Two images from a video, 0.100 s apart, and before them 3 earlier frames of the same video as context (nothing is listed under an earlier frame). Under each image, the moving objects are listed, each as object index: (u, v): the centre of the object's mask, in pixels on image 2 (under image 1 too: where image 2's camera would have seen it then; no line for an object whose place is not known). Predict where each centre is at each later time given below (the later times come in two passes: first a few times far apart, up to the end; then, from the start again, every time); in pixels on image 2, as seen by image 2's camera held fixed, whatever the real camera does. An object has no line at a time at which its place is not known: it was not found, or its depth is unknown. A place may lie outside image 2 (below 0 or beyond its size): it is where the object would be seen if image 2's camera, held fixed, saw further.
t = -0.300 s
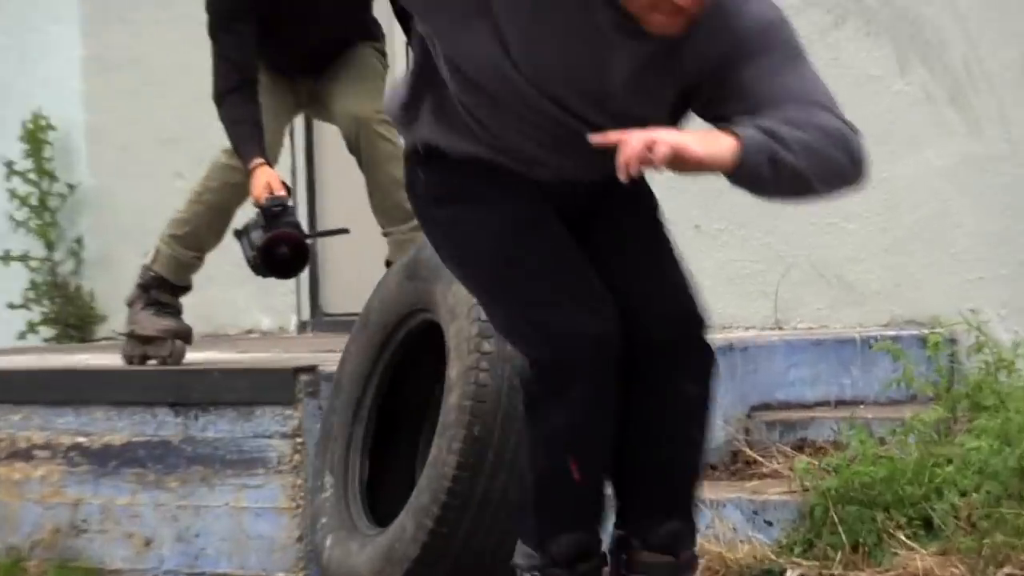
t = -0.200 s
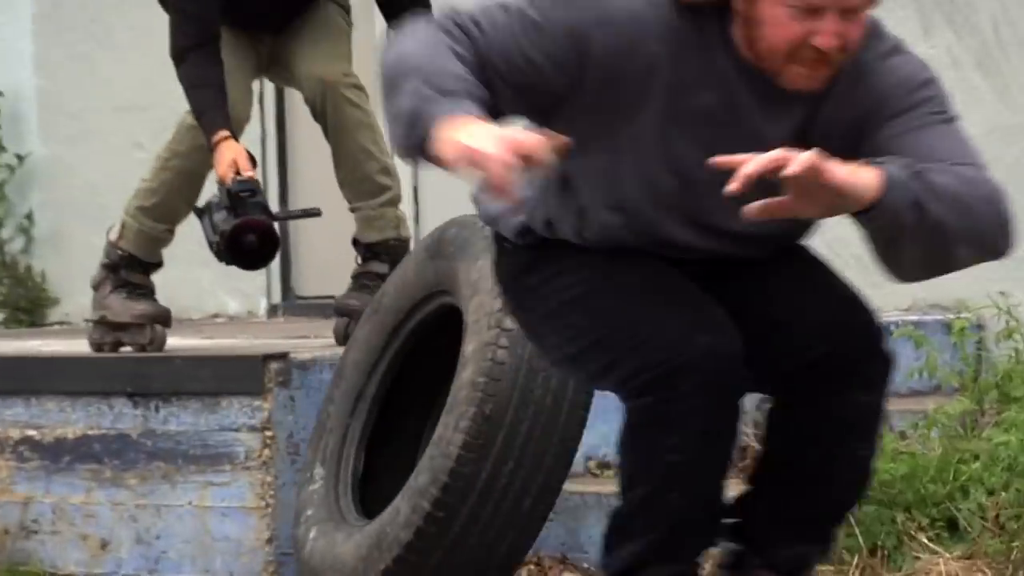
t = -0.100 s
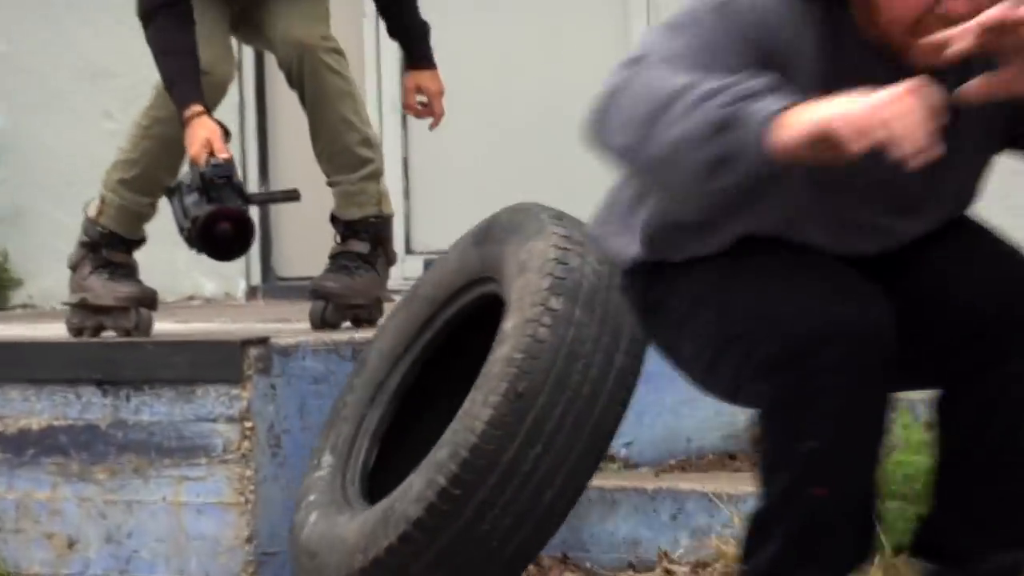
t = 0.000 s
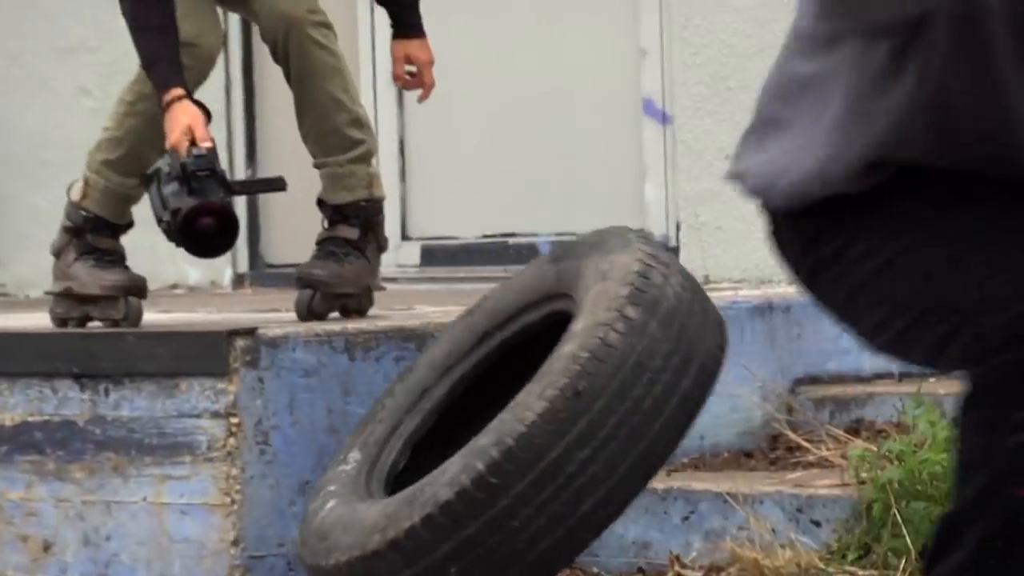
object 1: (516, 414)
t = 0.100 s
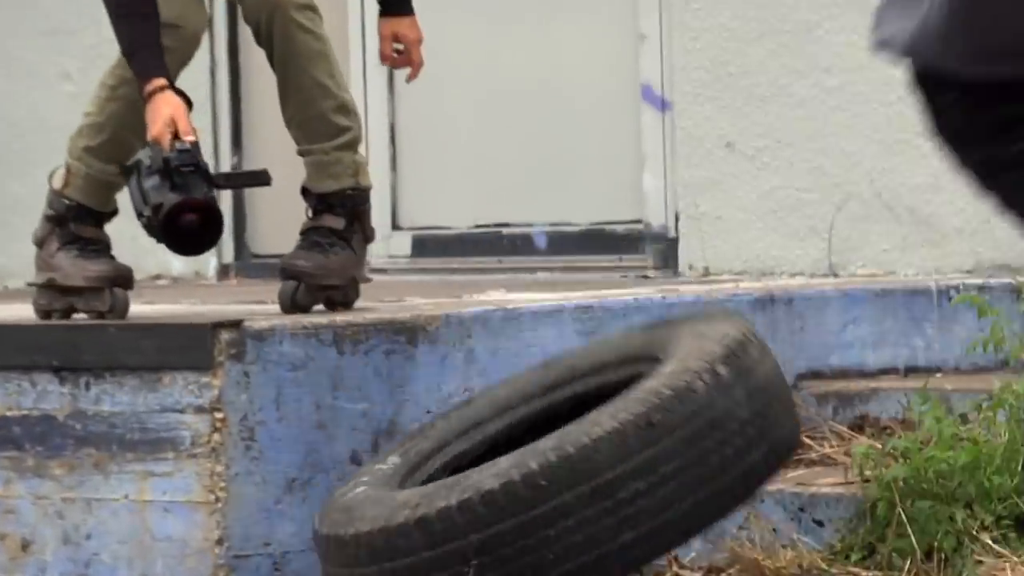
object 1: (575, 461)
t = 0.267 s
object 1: (633, 488)
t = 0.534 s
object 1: (647, 504)
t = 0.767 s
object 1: (645, 509)
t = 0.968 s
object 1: (644, 512)
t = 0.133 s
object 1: (599, 477)
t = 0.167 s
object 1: (622, 491)
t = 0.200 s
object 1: (625, 503)
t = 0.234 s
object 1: (626, 496)
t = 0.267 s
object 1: (633, 488)
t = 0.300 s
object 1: (641, 484)
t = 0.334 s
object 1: (648, 483)
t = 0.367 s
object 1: (650, 487)
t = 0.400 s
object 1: (649, 492)
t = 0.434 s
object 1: (647, 500)
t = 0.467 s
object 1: (644, 505)
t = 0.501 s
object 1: (648, 503)
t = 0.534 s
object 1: (647, 504)
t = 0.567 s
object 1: (647, 506)
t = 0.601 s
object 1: (646, 507)
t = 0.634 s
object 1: (646, 508)
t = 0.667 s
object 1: (645, 508)
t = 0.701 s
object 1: (645, 509)
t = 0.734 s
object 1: (645, 509)
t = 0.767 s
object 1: (645, 509)
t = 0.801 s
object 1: (645, 510)
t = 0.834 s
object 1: (644, 510)
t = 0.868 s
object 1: (644, 510)
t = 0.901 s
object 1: (644, 511)
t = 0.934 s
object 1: (644, 511)
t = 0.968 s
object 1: (644, 512)
